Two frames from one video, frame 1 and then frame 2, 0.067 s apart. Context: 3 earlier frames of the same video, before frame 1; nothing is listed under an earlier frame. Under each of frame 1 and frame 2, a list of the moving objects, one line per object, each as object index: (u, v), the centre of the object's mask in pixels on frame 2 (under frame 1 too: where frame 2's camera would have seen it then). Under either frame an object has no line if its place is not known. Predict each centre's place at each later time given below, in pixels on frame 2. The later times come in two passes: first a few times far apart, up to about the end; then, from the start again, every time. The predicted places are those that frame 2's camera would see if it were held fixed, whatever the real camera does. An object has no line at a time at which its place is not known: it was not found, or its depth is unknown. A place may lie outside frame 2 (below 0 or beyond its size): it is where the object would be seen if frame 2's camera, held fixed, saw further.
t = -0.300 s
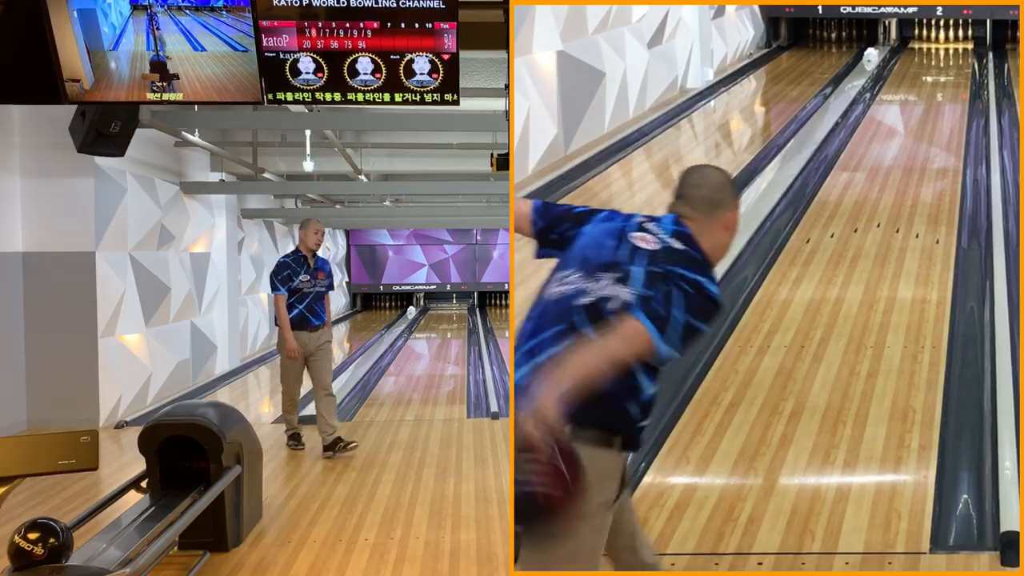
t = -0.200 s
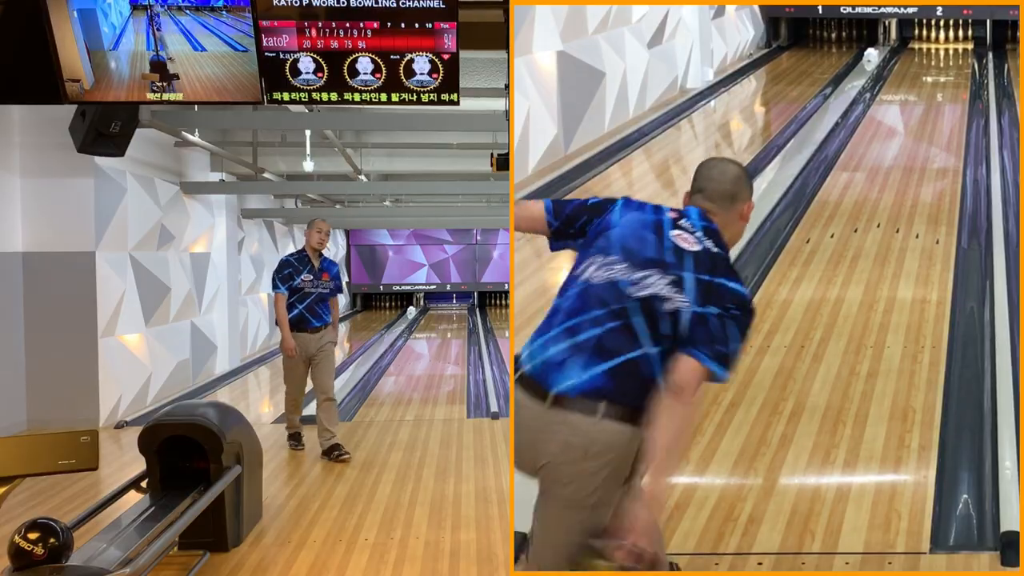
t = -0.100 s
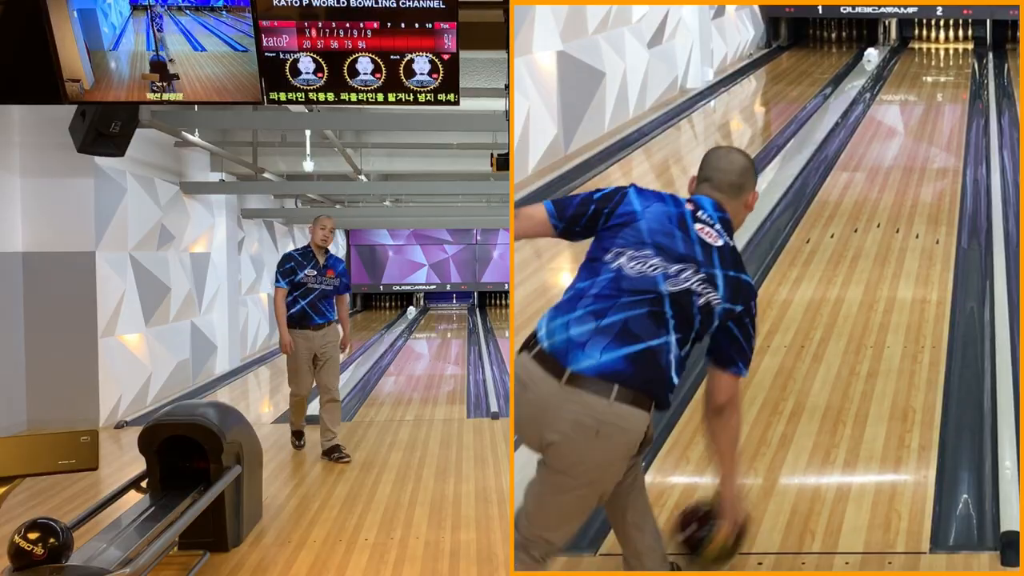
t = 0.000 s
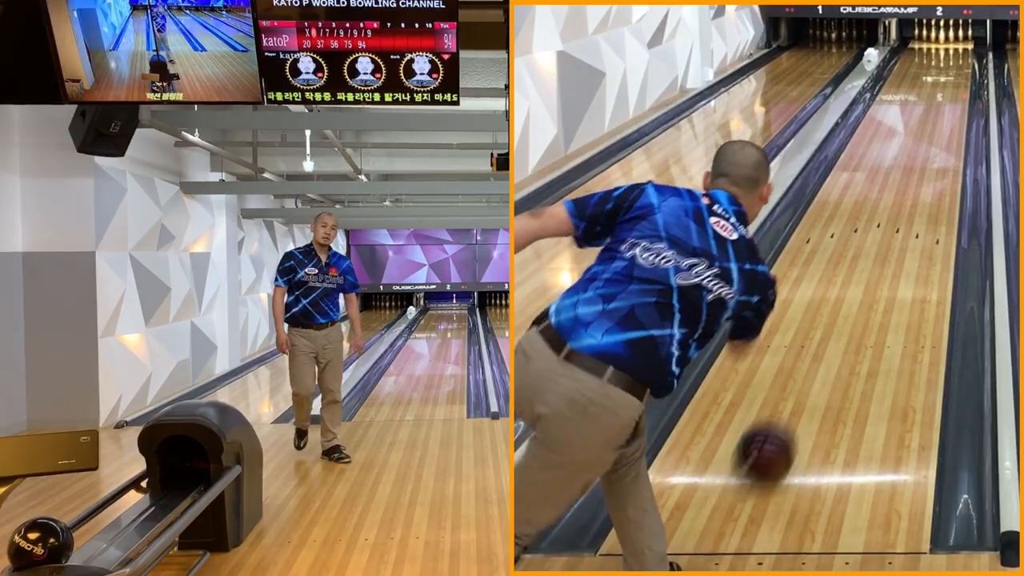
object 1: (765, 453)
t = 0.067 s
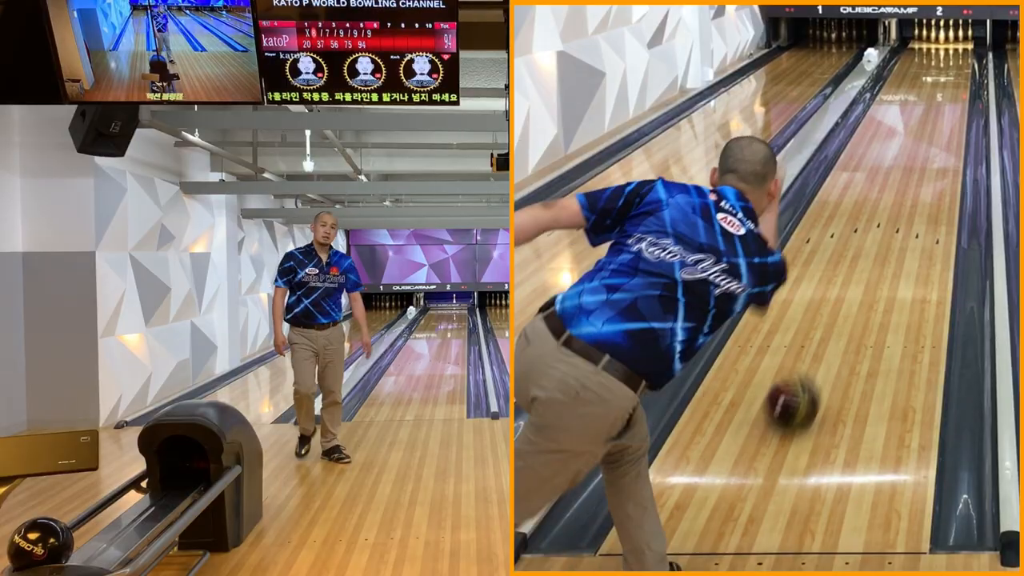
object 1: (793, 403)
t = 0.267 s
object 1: (850, 298)
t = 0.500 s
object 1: (890, 221)
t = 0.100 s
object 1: (805, 382)
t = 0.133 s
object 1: (815, 363)
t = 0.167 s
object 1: (825, 344)
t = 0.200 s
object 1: (834, 328)
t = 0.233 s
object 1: (843, 312)
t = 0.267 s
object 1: (850, 298)
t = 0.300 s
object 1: (857, 285)
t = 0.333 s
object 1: (864, 272)
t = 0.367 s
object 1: (870, 260)
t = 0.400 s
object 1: (876, 250)
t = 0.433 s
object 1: (881, 240)
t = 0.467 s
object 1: (885, 230)
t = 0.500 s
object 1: (890, 221)
